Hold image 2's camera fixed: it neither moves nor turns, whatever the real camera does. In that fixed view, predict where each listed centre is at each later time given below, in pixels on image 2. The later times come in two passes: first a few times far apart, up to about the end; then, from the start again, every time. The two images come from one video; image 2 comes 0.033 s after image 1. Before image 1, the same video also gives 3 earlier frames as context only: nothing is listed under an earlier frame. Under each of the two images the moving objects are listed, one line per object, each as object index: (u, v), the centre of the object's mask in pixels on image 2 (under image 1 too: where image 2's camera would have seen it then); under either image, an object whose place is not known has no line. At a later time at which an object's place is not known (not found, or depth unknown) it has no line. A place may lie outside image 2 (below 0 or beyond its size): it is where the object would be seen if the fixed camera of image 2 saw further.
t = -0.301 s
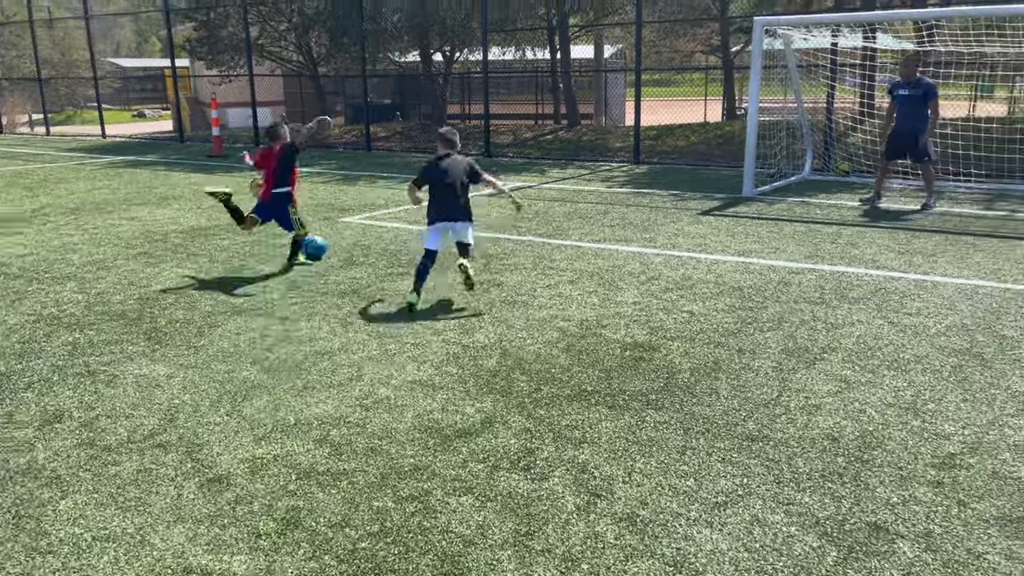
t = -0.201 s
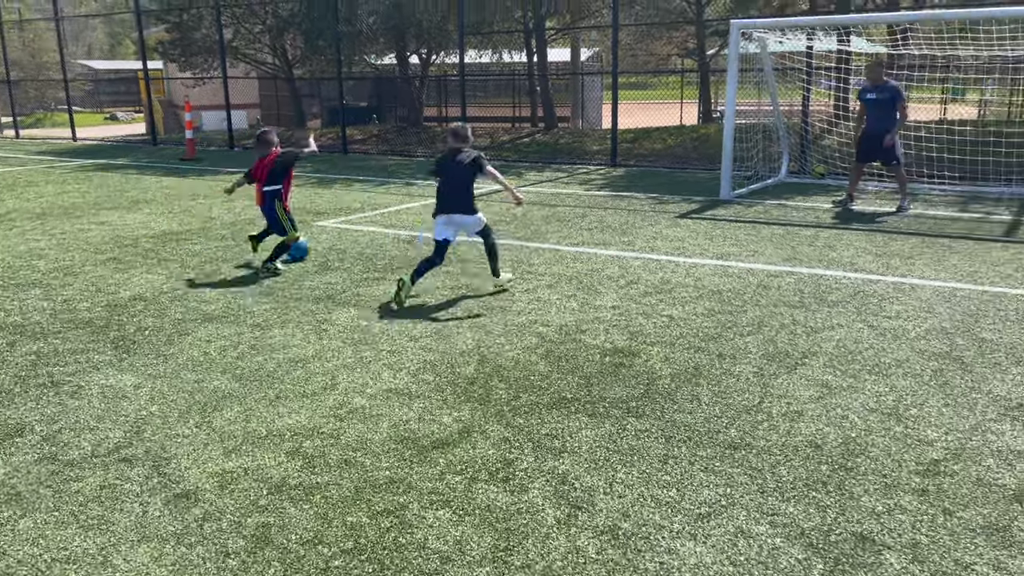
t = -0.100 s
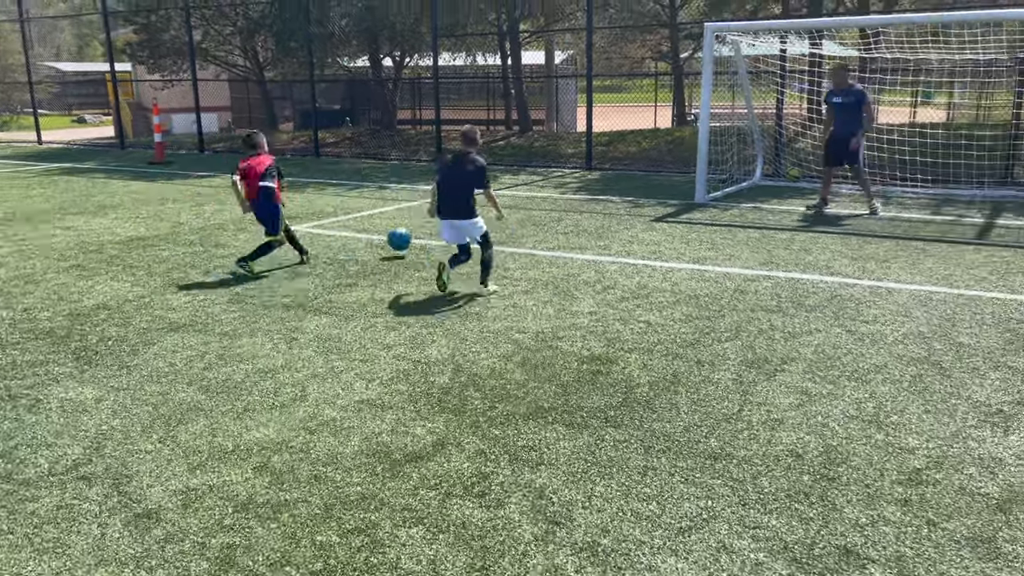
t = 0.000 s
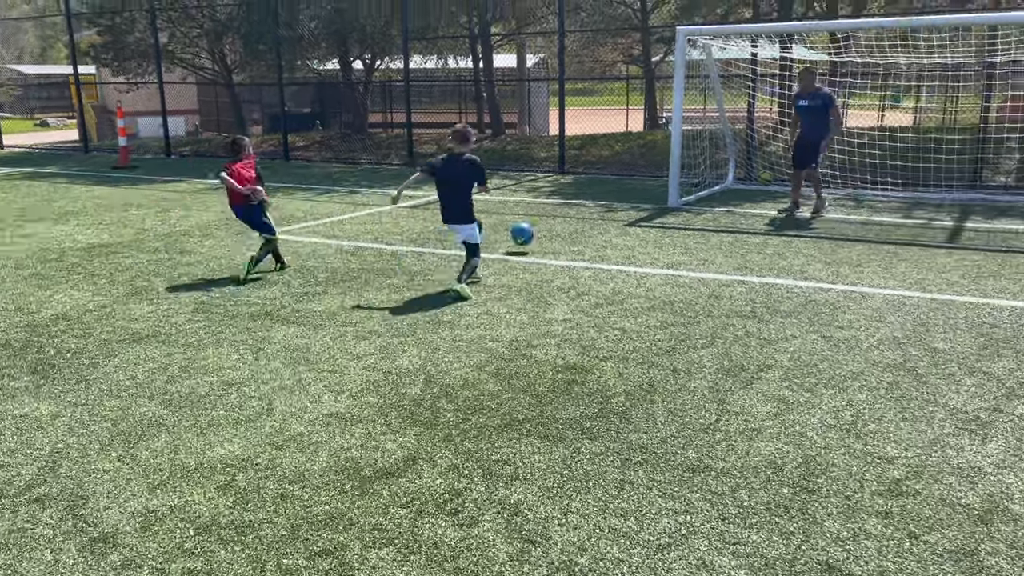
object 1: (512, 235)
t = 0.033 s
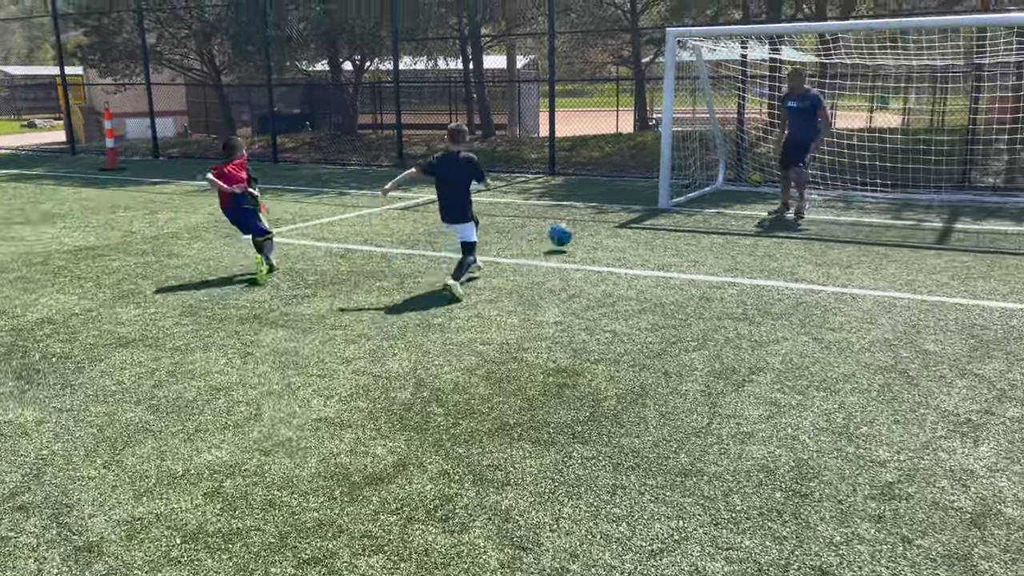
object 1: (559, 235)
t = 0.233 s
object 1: (801, 220)
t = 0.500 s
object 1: (1047, 211)
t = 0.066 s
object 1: (606, 234)
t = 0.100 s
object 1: (650, 235)
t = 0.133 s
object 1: (689, 230)
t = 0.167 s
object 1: (727, 225)
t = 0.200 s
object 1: (764, 224)
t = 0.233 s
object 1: (801, 220)
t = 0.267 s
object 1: (835, 221)
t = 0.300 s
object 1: (870, 222)
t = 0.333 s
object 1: (902, 221)
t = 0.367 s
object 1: (933, 218)
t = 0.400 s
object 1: (965, 218)
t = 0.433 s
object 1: (993, 216)
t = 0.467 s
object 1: (1018, 213)
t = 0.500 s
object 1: (1047, 211)
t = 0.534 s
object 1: (1070, 207)
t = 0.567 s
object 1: (1096, 206)
